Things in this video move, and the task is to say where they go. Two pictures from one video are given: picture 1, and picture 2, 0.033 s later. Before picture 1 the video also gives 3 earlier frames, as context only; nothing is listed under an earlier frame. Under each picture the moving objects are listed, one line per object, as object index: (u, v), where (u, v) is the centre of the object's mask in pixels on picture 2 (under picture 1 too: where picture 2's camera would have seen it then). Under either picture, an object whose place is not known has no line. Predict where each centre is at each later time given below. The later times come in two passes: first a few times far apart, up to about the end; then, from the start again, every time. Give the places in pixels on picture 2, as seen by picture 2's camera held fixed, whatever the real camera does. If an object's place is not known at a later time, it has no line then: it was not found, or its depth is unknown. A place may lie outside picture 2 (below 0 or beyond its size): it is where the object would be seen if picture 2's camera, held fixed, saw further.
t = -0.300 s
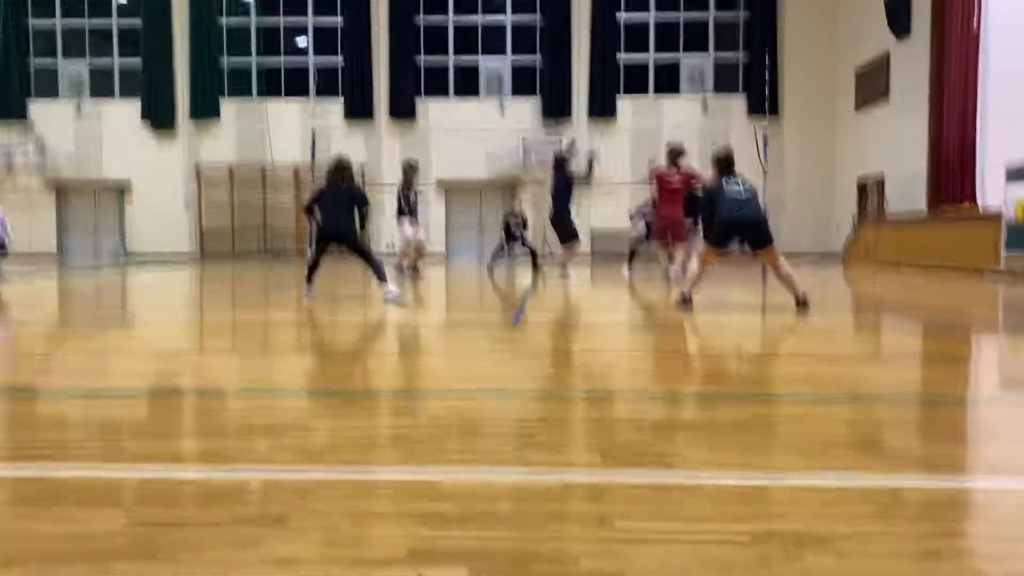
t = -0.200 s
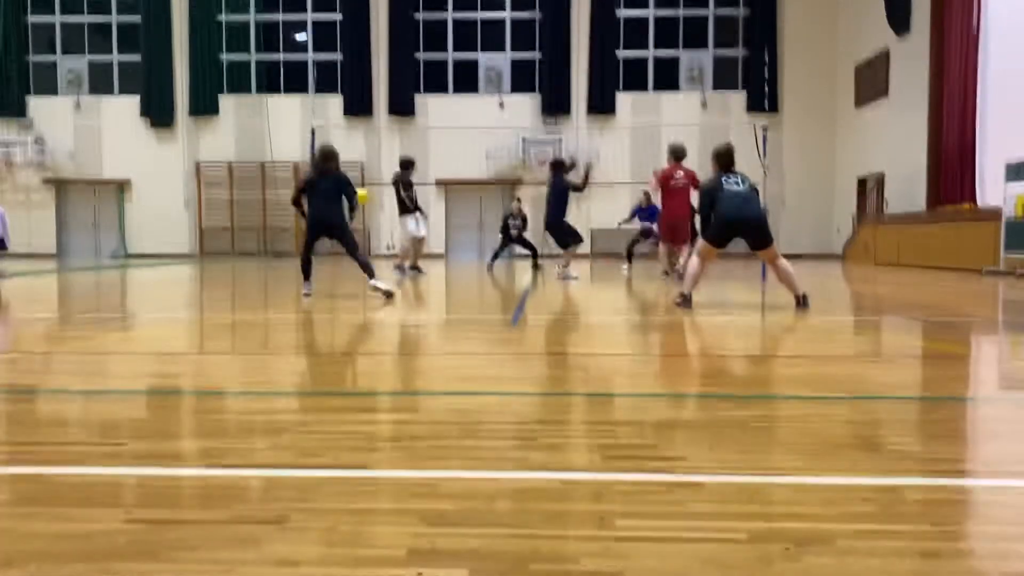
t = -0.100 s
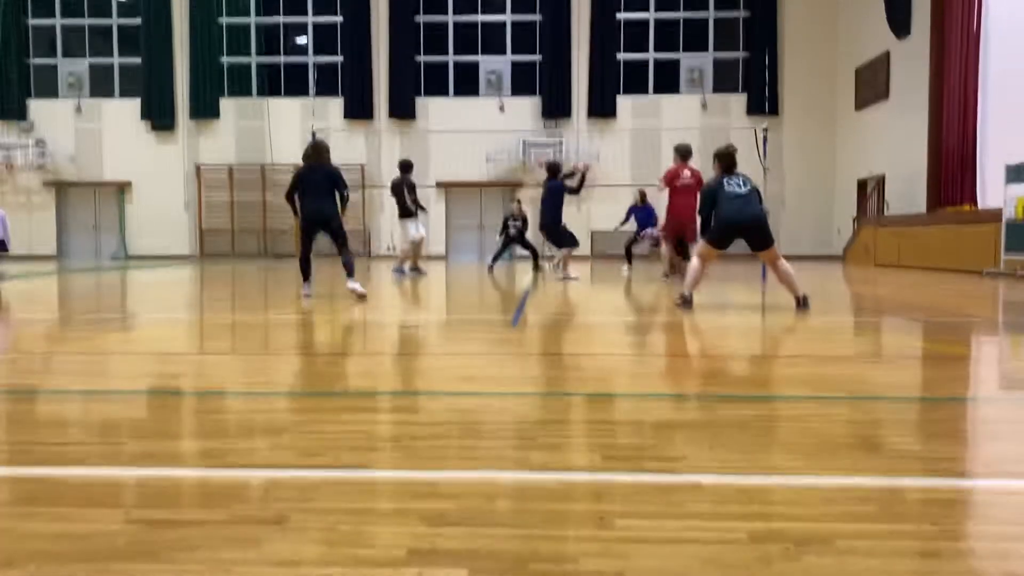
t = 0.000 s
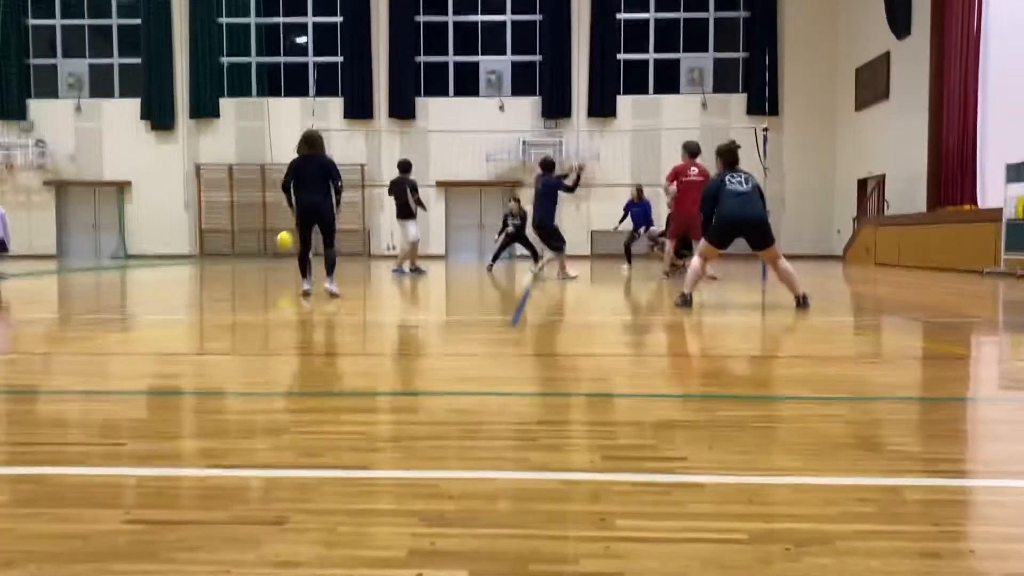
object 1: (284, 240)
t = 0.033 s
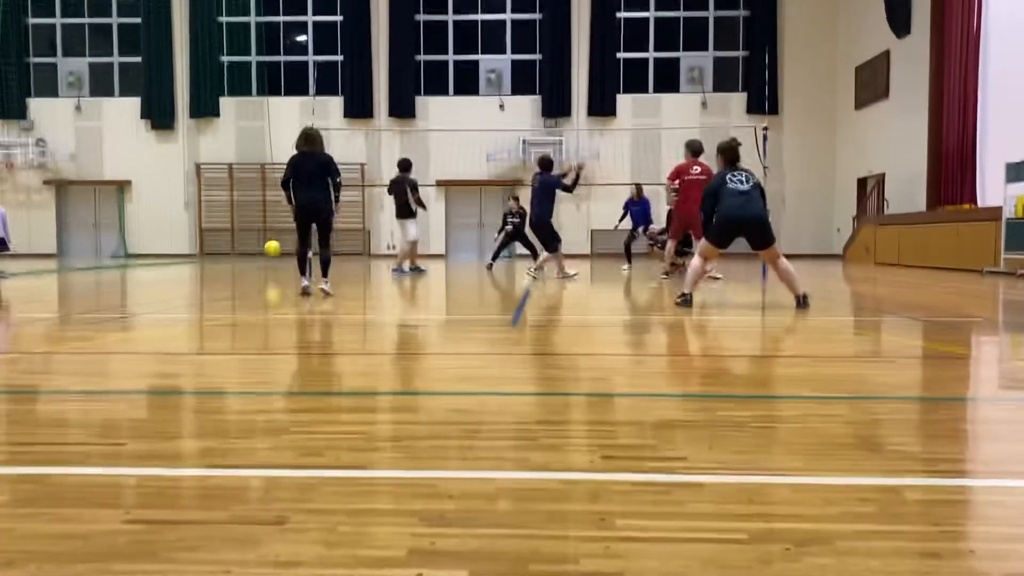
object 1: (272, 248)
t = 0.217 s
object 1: (228, 241)
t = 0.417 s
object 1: (190, 223)
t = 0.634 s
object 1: (155, 230)
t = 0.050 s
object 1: (266, 252)
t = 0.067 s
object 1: (261, 257)
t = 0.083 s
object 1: (255, 262)
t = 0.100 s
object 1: (251, 263)
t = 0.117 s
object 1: (247, 258)
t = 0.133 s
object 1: (243, 255)
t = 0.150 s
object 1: (241, 253)
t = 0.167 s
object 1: (237, 249)
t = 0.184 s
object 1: (234, 247)
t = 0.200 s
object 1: (231, 244)
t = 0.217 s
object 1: (228, 241)
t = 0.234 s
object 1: (225, 239)
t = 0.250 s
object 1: (221, 236)
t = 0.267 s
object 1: (218, 234)
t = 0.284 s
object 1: (214, 231)
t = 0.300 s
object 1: (212, 230)
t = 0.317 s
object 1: (208, 229)
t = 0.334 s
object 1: (205, 228)
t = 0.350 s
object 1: (203, 227)
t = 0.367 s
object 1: (200, 225)
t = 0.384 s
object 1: (197, 224)
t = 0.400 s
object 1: (194, 224)
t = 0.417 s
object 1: (190, 223)
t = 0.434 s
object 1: (188, 222)
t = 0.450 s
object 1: (184, 222)
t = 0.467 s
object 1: (182, 223)
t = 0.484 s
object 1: (180, 223)
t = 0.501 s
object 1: (177, 223)
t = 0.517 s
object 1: (174, 224)
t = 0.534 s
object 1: (170, 224)
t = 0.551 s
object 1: (168, 224)
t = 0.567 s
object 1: (166, 225)
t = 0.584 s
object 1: (163, 226)
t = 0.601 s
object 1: (160, 228)
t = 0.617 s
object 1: (157, 229)
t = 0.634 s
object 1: (155, 230)
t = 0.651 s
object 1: (152, 232)
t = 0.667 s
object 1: (149, 234)
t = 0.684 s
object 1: (147, 236)
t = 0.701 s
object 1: (145, 238)
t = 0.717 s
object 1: (142, 240)
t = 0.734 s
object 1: (140, 242)
